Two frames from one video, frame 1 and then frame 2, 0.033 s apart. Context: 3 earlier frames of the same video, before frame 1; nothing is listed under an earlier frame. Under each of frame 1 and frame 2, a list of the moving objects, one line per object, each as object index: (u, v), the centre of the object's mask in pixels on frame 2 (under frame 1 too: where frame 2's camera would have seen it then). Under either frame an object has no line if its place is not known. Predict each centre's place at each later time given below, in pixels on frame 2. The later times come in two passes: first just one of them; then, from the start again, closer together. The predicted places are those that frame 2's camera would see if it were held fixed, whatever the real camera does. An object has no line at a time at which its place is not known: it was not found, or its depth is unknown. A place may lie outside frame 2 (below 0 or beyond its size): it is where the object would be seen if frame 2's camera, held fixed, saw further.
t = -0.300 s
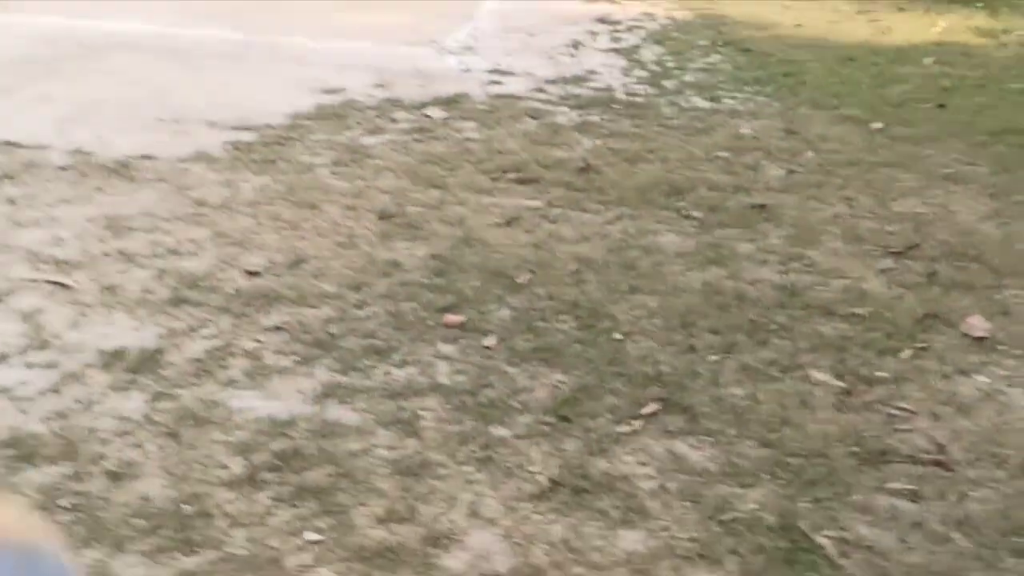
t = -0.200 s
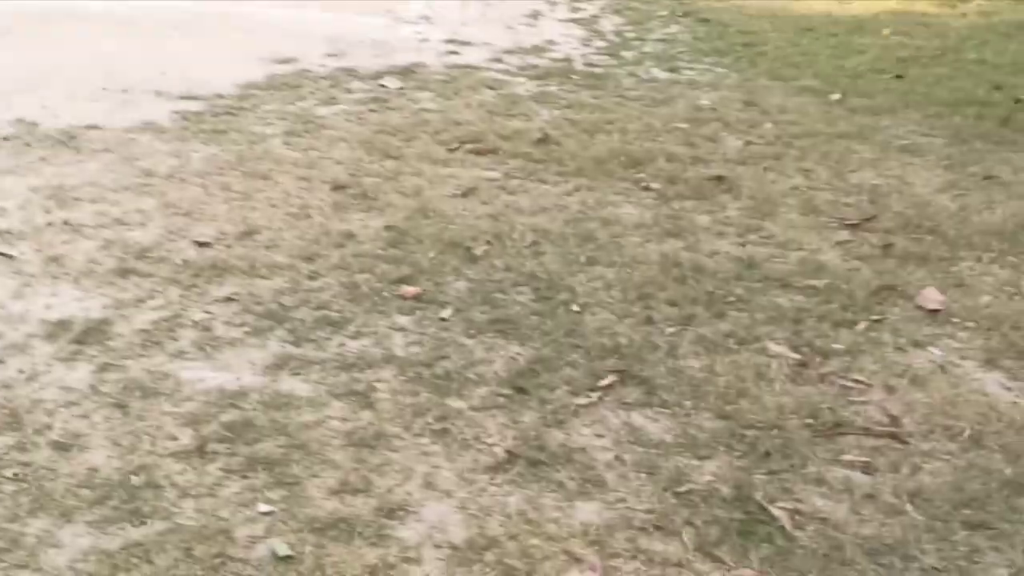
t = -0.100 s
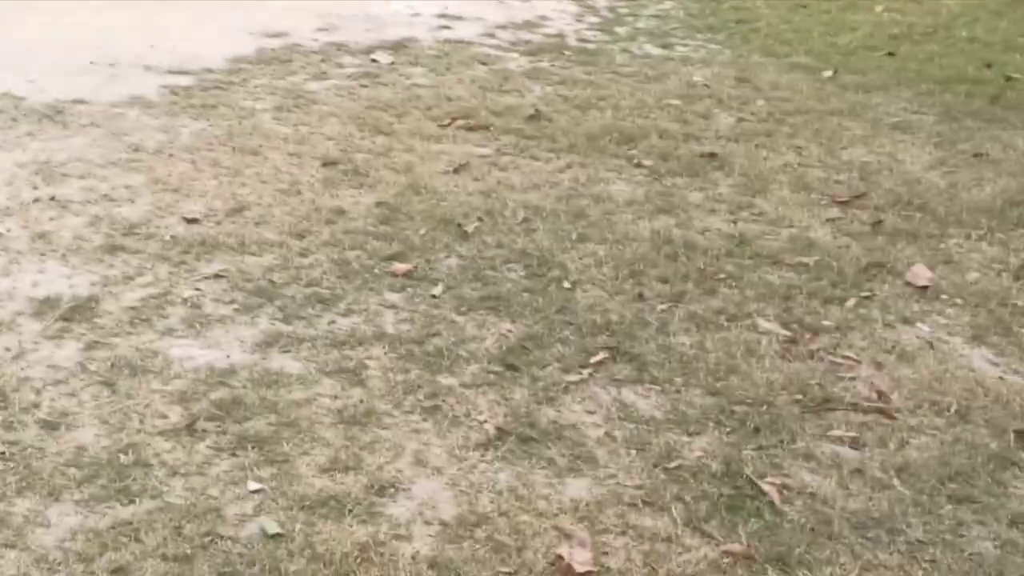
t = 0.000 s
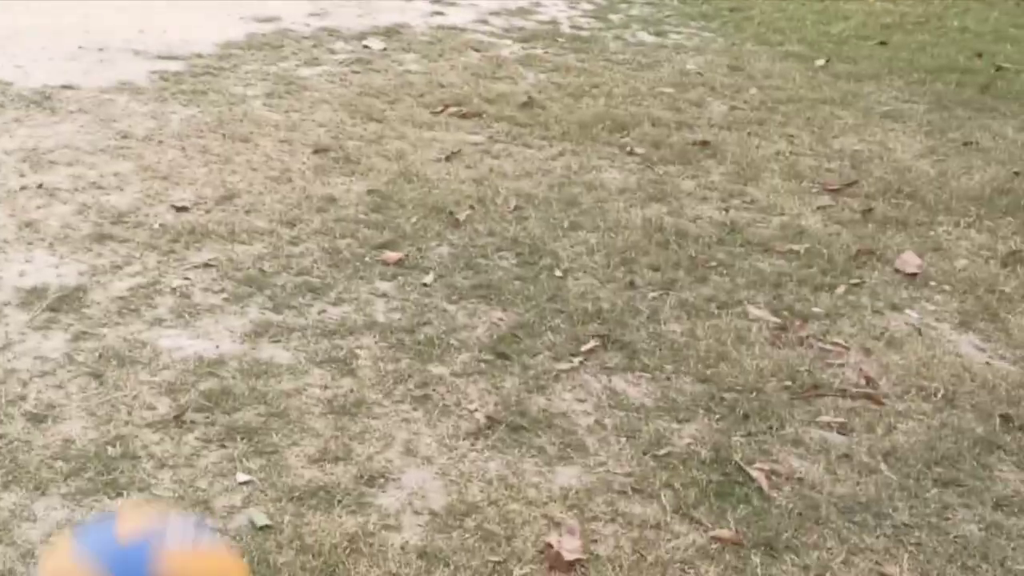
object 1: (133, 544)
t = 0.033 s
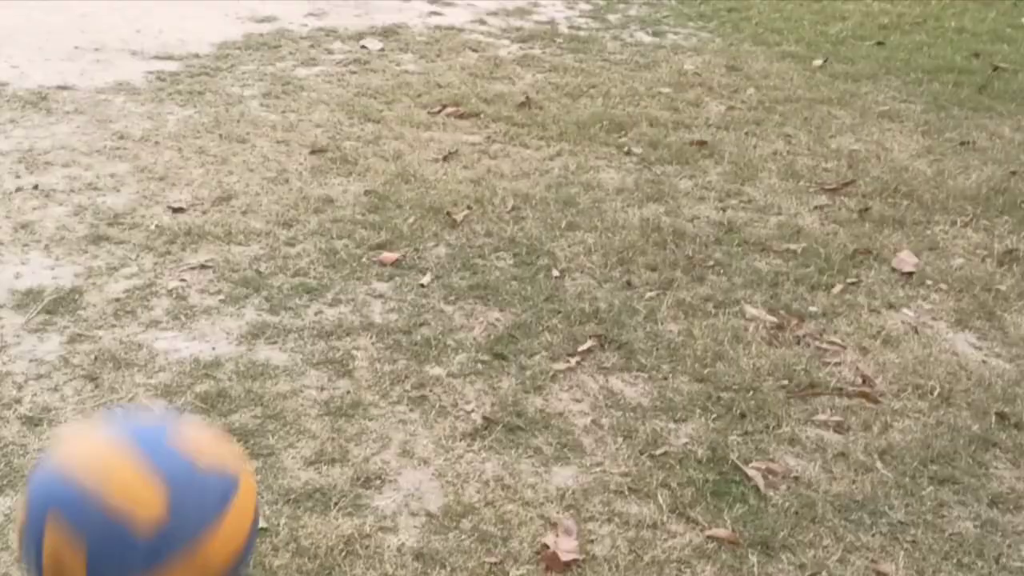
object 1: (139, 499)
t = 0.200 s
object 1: (192, 112)
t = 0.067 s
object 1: (150, 419)
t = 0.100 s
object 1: (160, 330)
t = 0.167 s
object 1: (180, 174)
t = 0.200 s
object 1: (192, 112)
